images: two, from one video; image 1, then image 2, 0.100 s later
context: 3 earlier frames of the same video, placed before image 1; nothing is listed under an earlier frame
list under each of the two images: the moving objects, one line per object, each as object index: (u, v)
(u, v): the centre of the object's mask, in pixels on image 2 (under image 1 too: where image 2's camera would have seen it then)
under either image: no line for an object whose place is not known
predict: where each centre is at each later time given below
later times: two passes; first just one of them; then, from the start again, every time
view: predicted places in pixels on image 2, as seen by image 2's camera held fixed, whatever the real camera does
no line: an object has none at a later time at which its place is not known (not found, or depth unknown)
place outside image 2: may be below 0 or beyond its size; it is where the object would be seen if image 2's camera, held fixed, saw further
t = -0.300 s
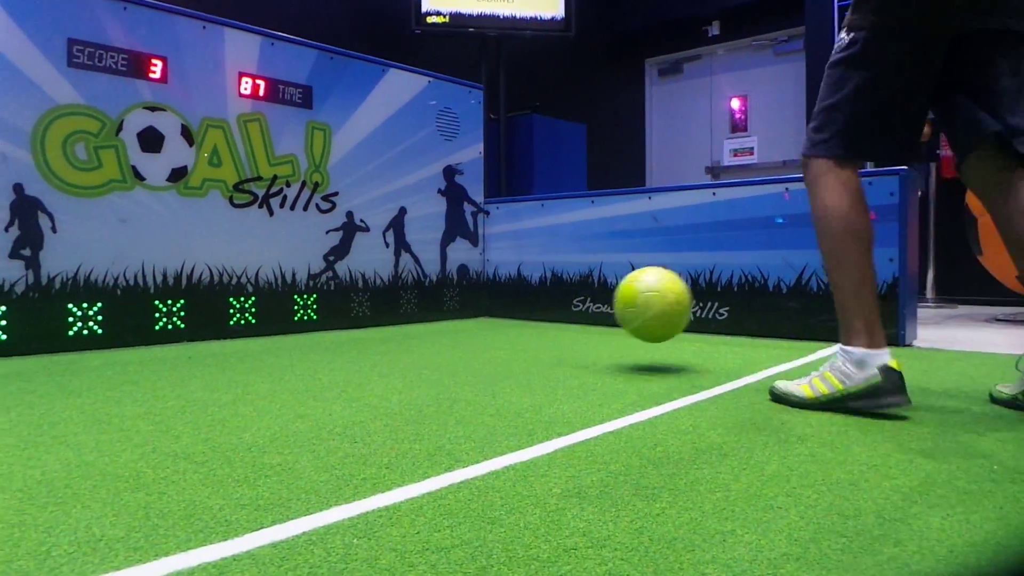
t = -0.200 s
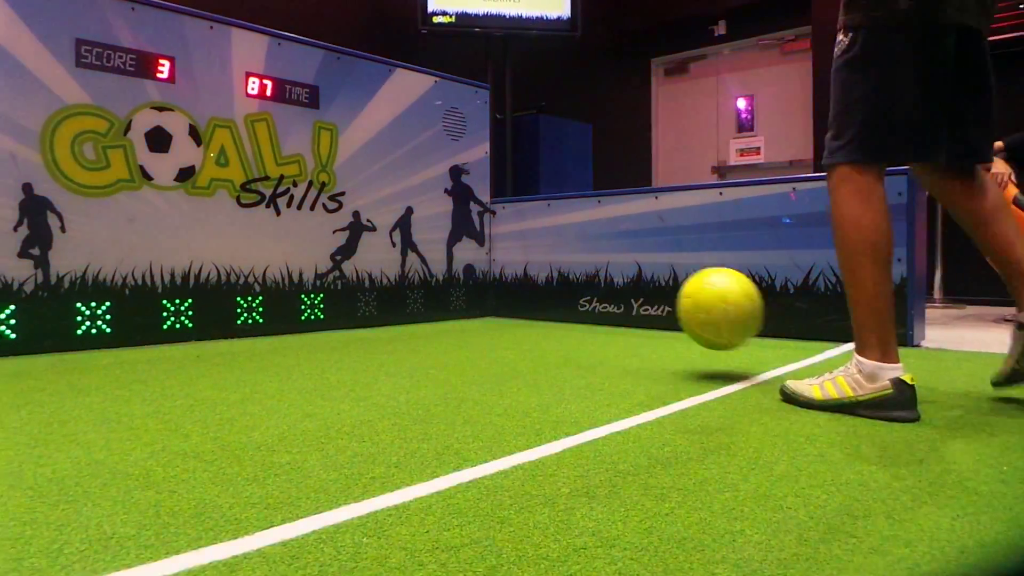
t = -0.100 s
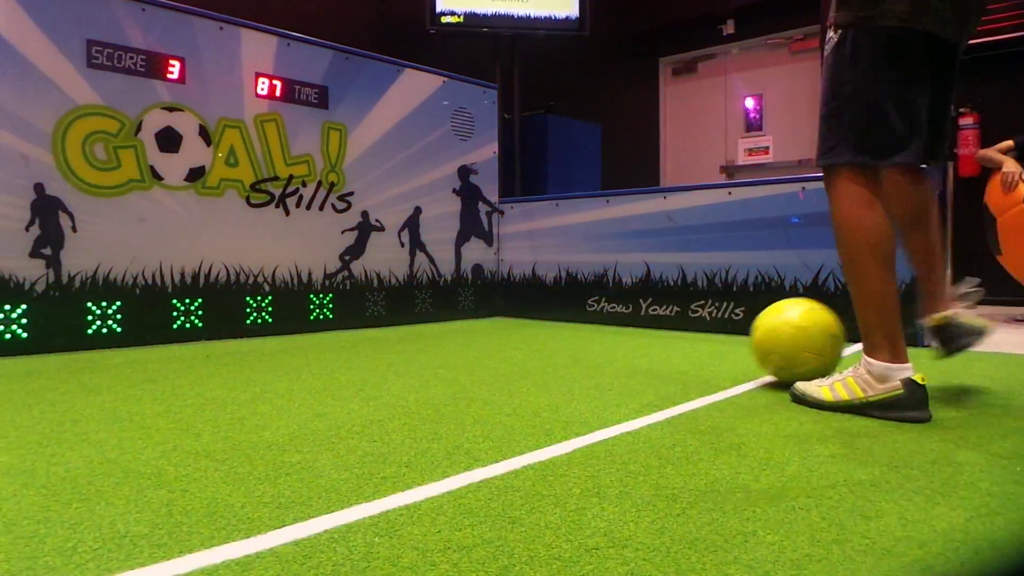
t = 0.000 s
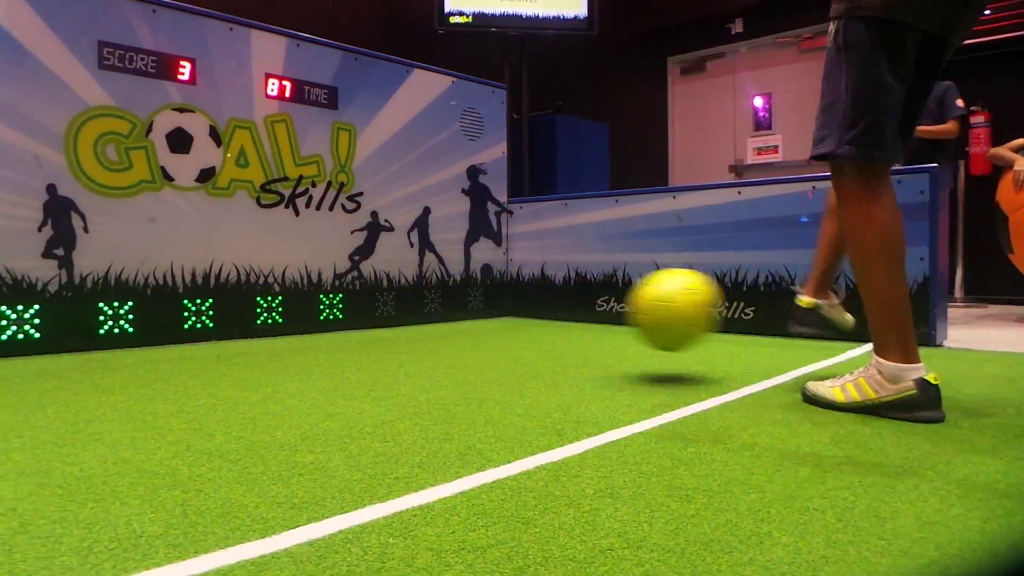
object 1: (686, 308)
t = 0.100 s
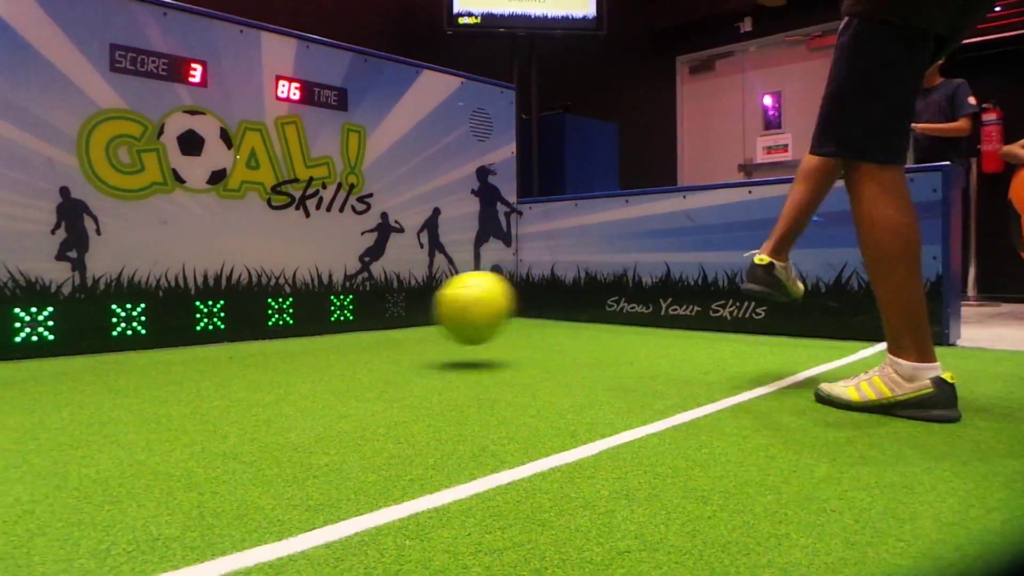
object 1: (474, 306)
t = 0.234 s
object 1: (287, 309)
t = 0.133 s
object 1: (415, 313)
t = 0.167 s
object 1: (362, 321)
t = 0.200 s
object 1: (321, 316)
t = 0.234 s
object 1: (287, 309)
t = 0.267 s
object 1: (254, 303)
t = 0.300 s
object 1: (232, 299)
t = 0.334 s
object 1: (236, 297)
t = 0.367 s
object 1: (242, 298)
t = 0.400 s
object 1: (248, 303)
